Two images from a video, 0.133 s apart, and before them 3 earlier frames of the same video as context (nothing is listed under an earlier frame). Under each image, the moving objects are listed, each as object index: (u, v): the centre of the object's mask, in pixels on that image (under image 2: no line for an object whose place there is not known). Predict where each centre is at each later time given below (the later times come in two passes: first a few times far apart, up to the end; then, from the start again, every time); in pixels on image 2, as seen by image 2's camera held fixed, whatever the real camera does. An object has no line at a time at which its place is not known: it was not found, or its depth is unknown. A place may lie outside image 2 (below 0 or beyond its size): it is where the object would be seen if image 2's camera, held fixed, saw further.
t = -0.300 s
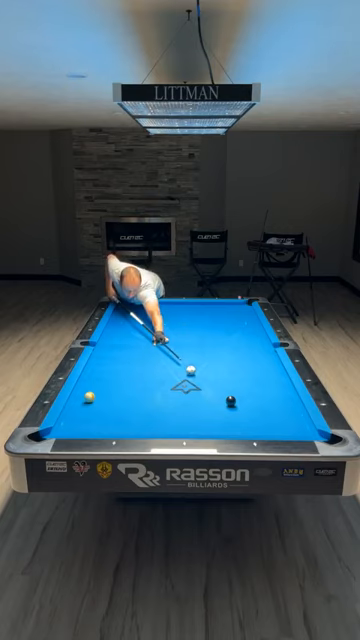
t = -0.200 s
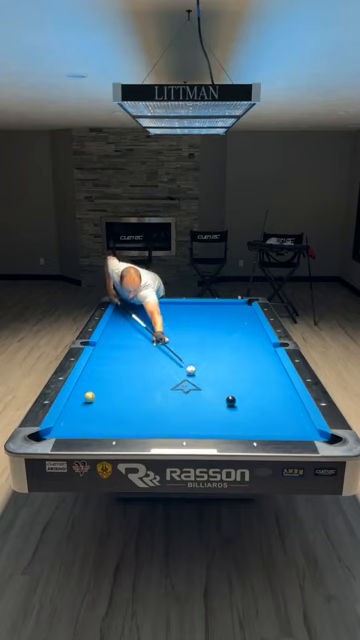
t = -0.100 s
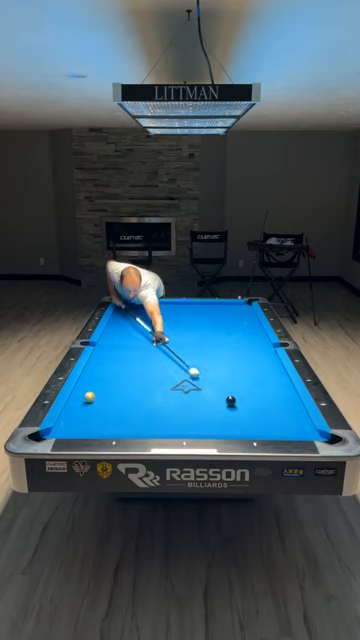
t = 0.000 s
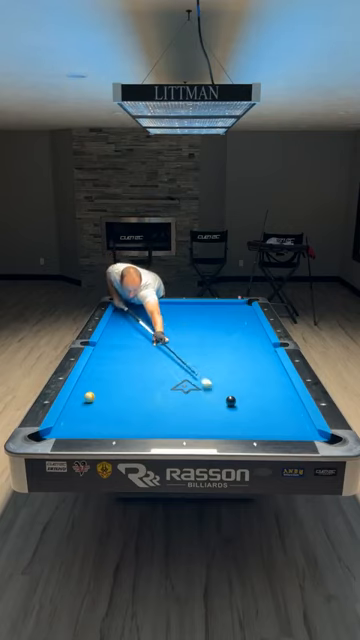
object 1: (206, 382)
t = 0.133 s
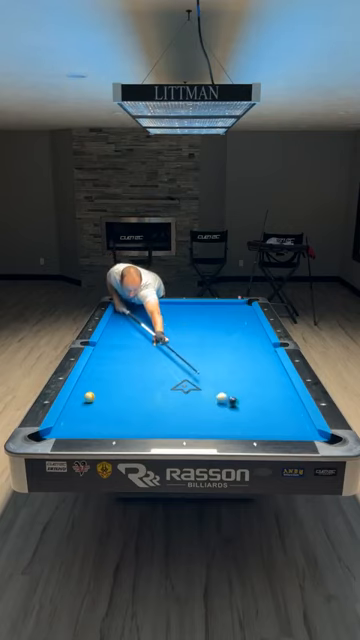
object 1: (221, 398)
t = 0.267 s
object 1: (216, 404)
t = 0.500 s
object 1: (211, 418)
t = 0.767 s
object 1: (206, 427)
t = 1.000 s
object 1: (203, 420)
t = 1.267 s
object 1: (200, 410)
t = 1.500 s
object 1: (197, 403)
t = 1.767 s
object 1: (195, 395)
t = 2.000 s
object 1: (193, 389)
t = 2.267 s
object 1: (191, 384)
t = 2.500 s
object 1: (189, 378)
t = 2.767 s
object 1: (188, 374)
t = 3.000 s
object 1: (187, 370)
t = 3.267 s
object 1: (186, 367)
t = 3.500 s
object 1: (186, 364)
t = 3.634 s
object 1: (186, 363)
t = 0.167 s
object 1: (220, 399)
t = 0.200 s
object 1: (218, 401)
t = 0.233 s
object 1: (217, 402)
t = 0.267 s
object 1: (216, 404)
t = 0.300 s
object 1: (215, 406)
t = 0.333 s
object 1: (214, 408)
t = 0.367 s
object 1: (214, 410)
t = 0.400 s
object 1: (213, 412)
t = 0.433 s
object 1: (213, 415)
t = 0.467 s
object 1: (212, 416)
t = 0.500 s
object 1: (211, 418)
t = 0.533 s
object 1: (210, 421)
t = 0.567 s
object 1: (210, 423)
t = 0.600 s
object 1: (209, 425)
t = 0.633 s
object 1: (208, 427)
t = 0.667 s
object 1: (208, 429)
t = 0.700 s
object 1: (207, 430)
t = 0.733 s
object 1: (206, 429)
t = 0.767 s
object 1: (206, 427)
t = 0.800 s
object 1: (206, 427)
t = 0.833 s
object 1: (205, 426)
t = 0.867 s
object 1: (205, 426)
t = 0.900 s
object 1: (204, 423)
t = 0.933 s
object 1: (204, 423)
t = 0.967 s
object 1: (203, 421)
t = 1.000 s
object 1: (203, 420)
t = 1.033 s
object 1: (202, 418)
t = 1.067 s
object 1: (202, 417)
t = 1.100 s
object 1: (202, 416)
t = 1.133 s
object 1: (201, 415)
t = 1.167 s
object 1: (201, 413)
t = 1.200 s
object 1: (201, 412)
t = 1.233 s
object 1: (200, 411)
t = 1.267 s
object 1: (200, 410)
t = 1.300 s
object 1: (199, 409)
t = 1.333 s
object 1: (199, 407)
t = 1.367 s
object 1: (199, 406)
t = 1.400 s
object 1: (198, 406)
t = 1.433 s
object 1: (198, 404)
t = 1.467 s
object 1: (198, 403)
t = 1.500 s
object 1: (197, 403)
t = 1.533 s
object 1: (197, 401)
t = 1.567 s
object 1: (197, 401)
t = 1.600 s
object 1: (196, 400)
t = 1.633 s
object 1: (196, 399)
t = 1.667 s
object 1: (196, 398)
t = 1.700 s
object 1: (195, 397)
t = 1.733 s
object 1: (195, 396)
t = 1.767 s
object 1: (195, 395)
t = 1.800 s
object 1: (195, 394)
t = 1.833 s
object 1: (194, 393)
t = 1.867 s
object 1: (194, 392)
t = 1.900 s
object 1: (194, 392)
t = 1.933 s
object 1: (193, 391)
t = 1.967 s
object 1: (193, 390)
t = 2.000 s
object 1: (193, 389)
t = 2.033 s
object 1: (193, 388)
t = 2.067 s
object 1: (193, 388)
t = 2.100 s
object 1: (192, 387)
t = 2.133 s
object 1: (192, 386)
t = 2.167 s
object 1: (192, 386)
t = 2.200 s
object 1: (192, 385)
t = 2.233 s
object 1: (192, 384)
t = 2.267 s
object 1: (191, 384)
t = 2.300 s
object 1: (191, 382)
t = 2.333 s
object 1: (190, 382)
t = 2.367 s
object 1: (190, 381)
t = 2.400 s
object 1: (190, 380)
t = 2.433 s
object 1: (189, 380)
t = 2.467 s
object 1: (189, 379)
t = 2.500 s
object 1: (189, 378)
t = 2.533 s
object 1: (189, 378)
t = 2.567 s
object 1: (189, 377)
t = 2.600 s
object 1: (189, 376)
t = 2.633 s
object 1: (188, 376)
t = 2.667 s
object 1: (188, 376)
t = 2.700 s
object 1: (188, 375)
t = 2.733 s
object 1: (188, 375)
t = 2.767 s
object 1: (188, 374)
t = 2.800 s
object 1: (188, 373)
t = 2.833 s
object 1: (188, 372)
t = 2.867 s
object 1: (187, 372)
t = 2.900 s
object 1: (187, 371)
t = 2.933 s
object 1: (187, 371)
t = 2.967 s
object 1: (187, 371)
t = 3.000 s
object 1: (187, 370)
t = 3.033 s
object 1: (187, 370)
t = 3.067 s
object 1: (187, 369)
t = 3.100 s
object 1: (187, 369)
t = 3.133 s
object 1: (187, 368)
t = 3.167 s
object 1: (187, 368)
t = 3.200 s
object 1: (187, 368)
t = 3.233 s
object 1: (187, 367)
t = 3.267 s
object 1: (186, 367)
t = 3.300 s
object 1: (186, 366)
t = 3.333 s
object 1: (186, 366)
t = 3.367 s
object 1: (186, 365)
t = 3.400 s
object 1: (186, 365)
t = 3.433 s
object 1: (186, 365)
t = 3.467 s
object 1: (186, 364)
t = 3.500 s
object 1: (186, 364)
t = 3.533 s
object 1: (186, 364)
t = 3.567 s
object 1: (186, 363)
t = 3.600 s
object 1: (186, 363)
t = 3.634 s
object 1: (186, 363)
